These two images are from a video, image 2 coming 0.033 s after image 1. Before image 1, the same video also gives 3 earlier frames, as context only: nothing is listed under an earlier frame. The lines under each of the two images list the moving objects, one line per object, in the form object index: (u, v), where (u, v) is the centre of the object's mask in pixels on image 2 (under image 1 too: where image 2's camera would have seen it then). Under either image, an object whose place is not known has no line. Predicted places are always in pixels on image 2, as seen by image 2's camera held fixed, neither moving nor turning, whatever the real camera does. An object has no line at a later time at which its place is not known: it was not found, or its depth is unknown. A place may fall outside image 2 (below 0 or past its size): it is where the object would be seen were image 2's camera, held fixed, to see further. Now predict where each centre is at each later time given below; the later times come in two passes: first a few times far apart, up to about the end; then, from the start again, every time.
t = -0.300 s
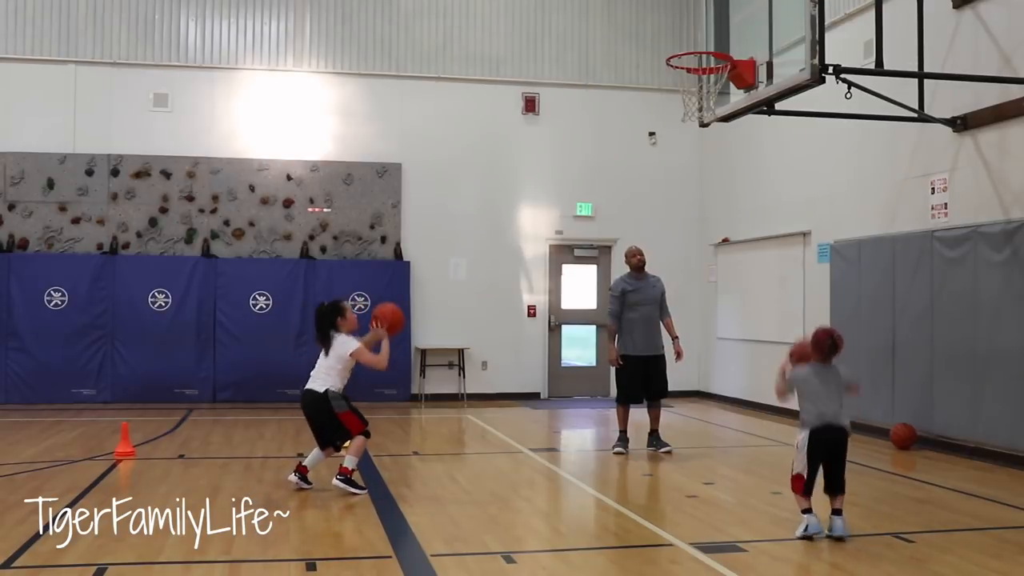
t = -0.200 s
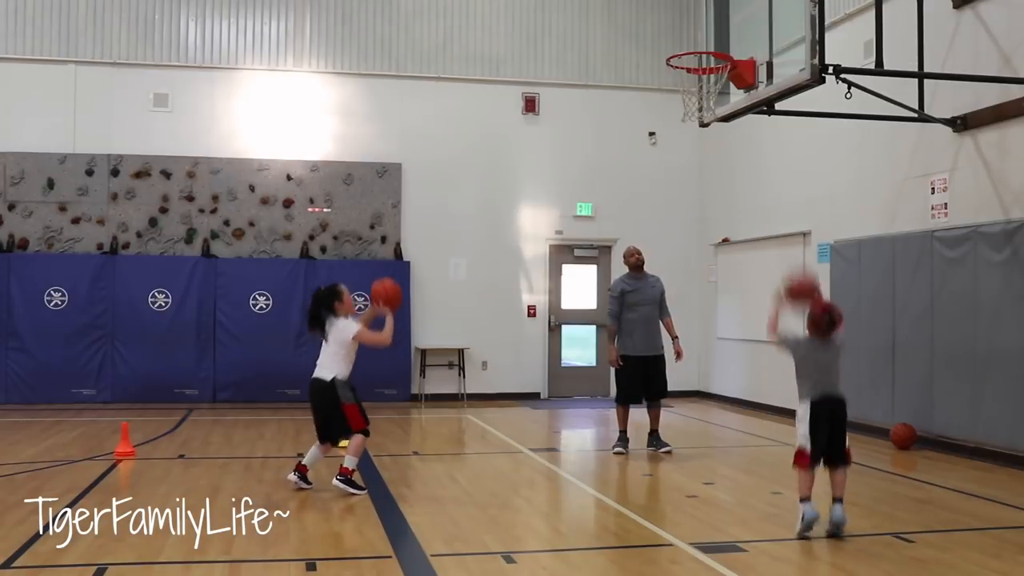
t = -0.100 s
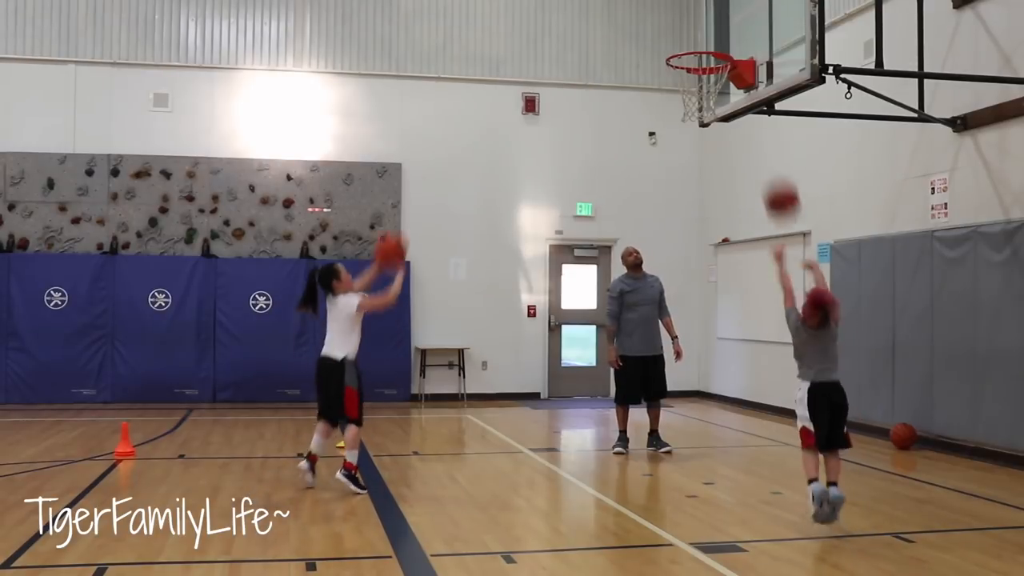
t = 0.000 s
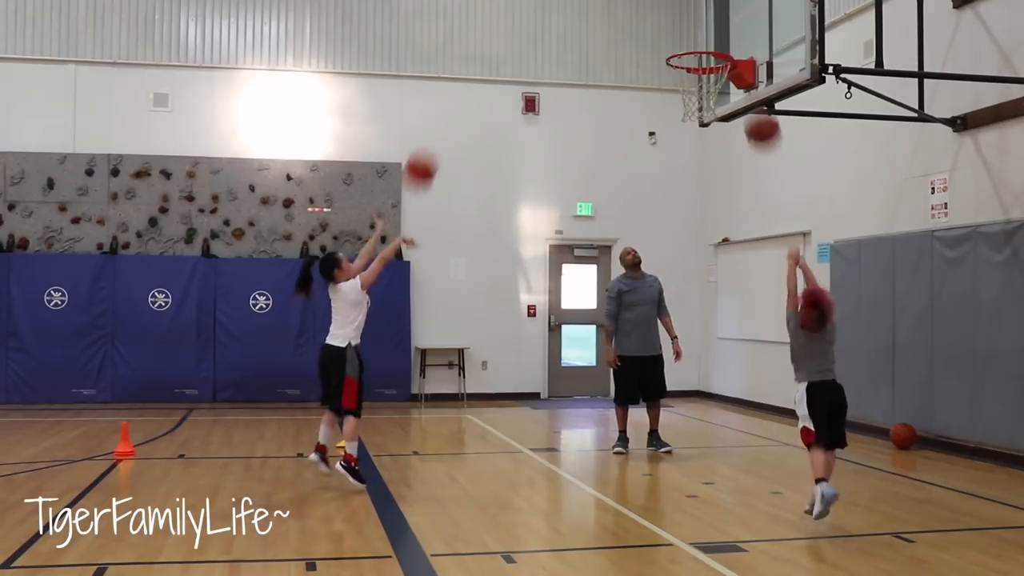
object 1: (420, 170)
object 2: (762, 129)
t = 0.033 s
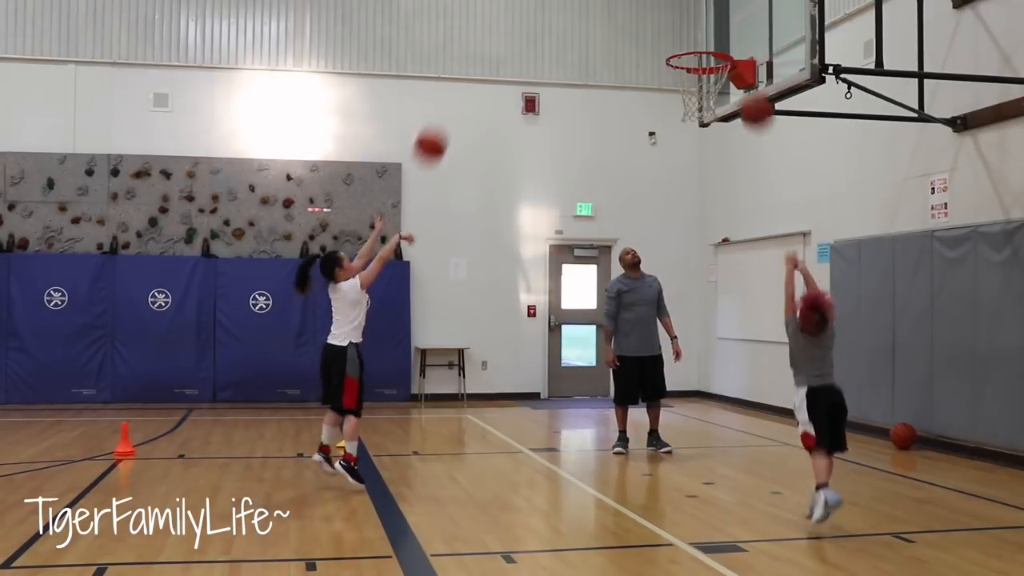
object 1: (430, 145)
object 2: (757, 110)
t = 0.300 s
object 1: (511, 10)
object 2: (712, 28)
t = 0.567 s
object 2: (676, 49)
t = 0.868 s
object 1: (673, 33)
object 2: (650, 75)
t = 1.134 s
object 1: (724, 98)
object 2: (627, 187)
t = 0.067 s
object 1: (441, 122)
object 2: (751, 93)
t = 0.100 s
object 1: (451, 100)
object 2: (744, 76)
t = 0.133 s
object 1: (462, 80)
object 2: (741, 69)
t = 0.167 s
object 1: (472, 62)
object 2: (732, 53)
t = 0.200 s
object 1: (482, 46)
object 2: (728, 45)
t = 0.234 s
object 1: (492, 31)
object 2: (723, 40)
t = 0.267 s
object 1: (502, 17)
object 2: (718, 33)
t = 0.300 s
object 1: (511, 10)
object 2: (712, 28)
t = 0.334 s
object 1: (521, 5)
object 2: (708, 26)
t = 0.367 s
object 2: (703, 25)
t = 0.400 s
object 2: (698, 25)
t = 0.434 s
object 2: (694, 27)
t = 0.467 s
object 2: (690, 30)
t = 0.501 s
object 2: (685, 35)
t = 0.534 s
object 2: (681, 40)
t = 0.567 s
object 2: (676, 49)
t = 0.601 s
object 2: (673, 49)
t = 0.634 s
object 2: (670, 48)
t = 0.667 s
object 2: (666, 47)
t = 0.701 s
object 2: (664, 48)
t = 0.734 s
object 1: (637, 2)
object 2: (661, 51)
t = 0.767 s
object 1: (646, 6)
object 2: (658, 55)
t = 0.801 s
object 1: (654, 11)
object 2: (655, 60)
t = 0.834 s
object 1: (664, 20)
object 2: (652, 66)
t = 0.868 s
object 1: (673, 33)
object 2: (650, 75)
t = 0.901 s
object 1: (682, 47)
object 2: (647, 83)
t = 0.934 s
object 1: (691, 55)
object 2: (644, 94)
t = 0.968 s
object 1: (699, 66)
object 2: (641, 106)
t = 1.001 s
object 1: (708, 75)
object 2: (638, 119)
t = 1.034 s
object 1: (716, 87)
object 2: (635, 135)
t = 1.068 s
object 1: (722, 92)
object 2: (632, 151)
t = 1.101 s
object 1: (724, 96)
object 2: (630, 168)
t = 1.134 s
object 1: (724, 98)
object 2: (627, 187)
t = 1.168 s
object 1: (724, 100)
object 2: (624, 208)
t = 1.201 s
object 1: (724, 105)
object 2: (622, 228)
